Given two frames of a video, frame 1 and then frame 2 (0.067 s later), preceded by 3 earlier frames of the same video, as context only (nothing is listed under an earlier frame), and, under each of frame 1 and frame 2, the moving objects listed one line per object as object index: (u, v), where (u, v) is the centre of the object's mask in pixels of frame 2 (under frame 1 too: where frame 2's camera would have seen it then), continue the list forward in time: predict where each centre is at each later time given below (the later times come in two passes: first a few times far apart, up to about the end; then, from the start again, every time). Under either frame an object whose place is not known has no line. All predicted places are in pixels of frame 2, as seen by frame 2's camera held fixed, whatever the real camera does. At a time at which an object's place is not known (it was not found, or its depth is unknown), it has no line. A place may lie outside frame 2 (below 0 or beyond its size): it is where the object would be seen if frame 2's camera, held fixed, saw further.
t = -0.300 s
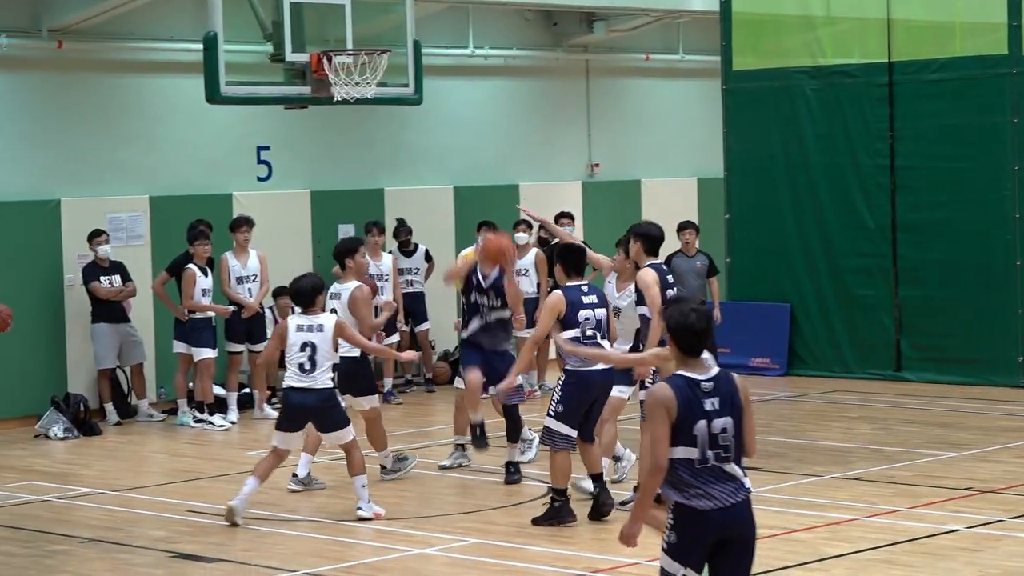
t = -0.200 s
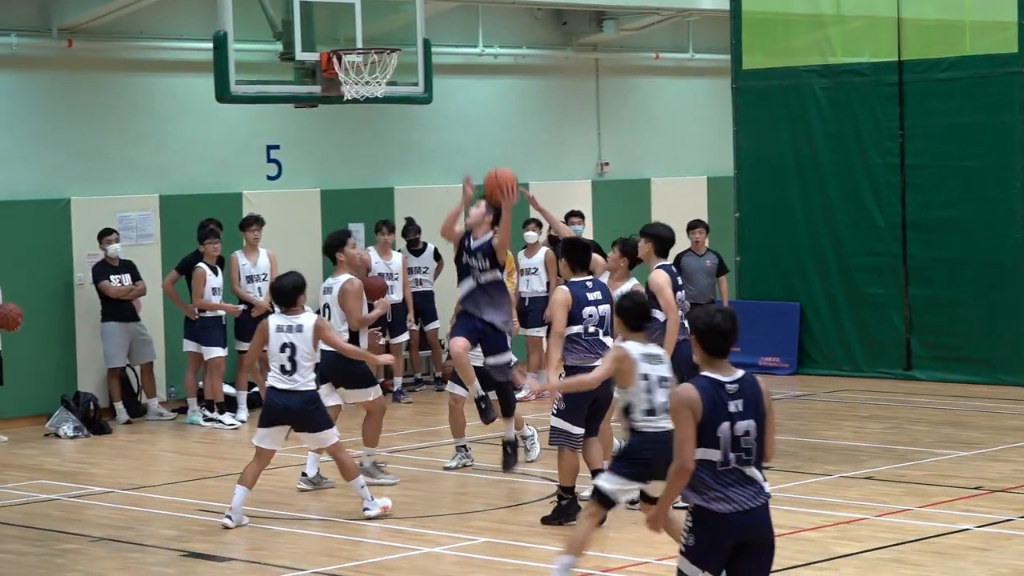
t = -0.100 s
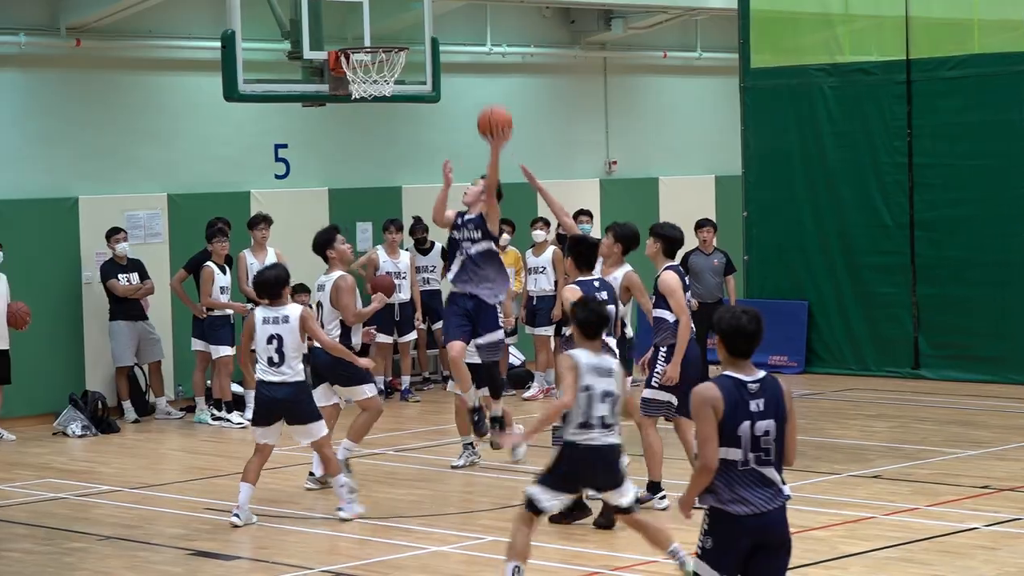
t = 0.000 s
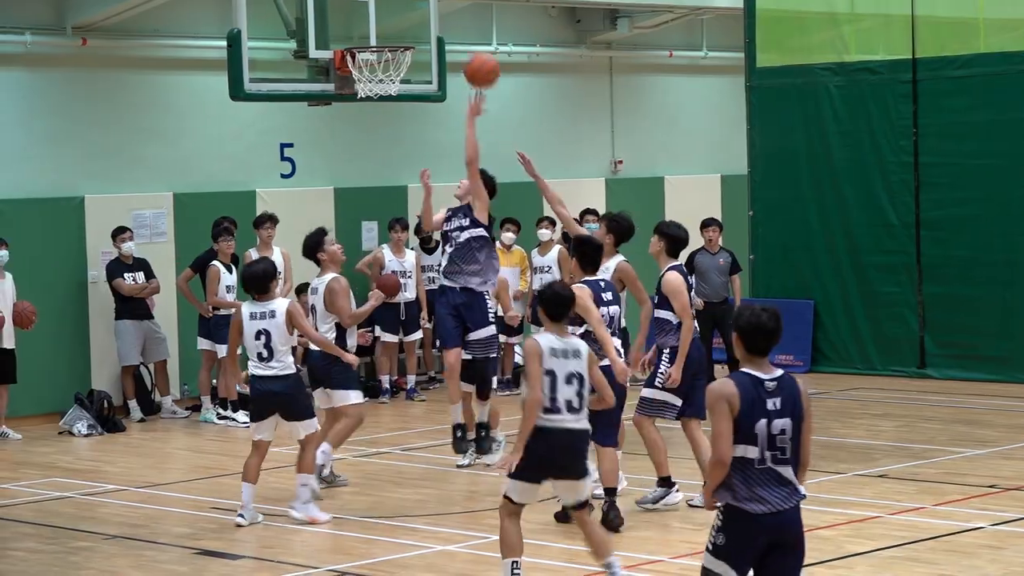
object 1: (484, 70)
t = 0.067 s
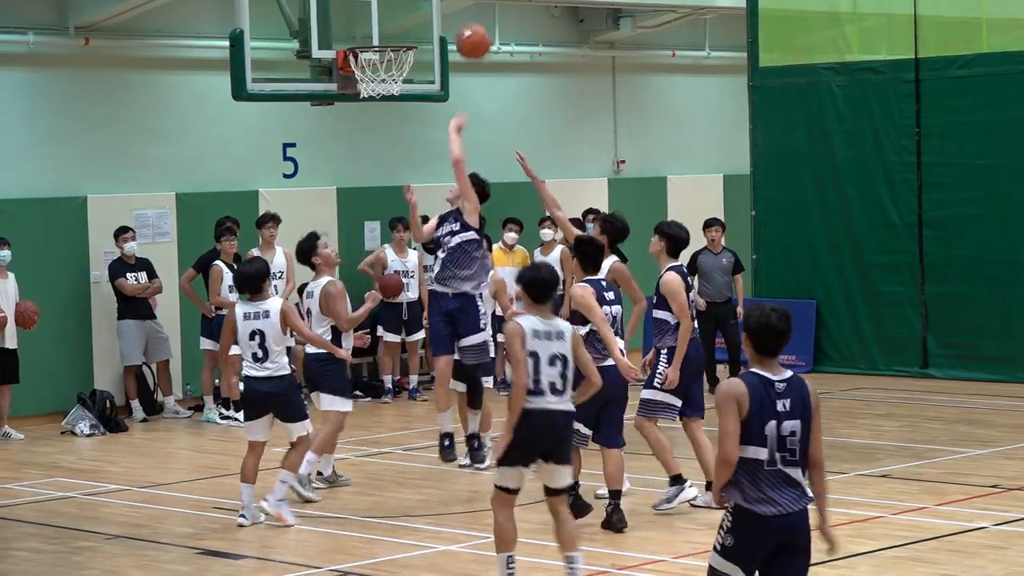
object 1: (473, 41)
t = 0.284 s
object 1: (439, 6)
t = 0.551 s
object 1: (402, 30)
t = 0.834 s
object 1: (390, 21)
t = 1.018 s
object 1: (386, 61)
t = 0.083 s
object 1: (470, 35)
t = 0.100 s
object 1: (468, 30)
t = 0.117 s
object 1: (465, 25)
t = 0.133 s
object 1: (463, 20)
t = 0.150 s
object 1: (460, 16)
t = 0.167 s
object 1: (457, 13)
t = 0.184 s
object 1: (455, 12)
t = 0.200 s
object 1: (452, 10)
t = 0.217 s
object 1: (450, 9)
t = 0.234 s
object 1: (447, 8)
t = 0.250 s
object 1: (445, 7)
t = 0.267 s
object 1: (442, 7)
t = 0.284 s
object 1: (439, 6)
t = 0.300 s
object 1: (437, 6)
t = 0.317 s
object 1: (434, 6)
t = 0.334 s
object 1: (432, 5)
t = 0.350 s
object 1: (430, 6)
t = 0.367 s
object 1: (427, 6)
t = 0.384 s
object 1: (425, 6)
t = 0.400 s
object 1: (423, 7)
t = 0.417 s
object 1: (420, 8)
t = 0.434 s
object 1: (418, 9)
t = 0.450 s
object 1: (415, 11)
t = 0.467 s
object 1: (413, 12)
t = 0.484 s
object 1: (411, 14)
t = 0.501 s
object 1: (409, 17)
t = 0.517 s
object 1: (406, 22)
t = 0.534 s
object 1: (404, 26)
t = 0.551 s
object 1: (402, 30)
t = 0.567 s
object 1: (401, 29)
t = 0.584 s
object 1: (400, 27)
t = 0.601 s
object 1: (399, 24)
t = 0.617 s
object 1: (398, 22)
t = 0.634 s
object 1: (398, 19)
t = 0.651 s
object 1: (397, 17)
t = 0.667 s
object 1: (396, 16)
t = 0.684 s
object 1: (395, 15)
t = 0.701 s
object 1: (395, 15)
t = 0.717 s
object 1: (394, 14)
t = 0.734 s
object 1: (394, 14)
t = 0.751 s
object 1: (393, 14)
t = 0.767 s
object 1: (393, 15)
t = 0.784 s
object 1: (392, 16)
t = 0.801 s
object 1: (391, 17)
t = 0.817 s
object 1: (391, 19)
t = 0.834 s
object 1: (390, 21)
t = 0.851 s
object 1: (390, 24)
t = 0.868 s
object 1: (389, 27)
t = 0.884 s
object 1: (389, 29)
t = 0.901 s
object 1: (388, 32)
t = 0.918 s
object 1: (388, 34)
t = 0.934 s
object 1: (387, 36)
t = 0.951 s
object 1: (387, 38)
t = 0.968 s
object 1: (389, 45)
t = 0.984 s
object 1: (390, 46)
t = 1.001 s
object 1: (390, 57)
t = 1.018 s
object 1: (386, 61)
